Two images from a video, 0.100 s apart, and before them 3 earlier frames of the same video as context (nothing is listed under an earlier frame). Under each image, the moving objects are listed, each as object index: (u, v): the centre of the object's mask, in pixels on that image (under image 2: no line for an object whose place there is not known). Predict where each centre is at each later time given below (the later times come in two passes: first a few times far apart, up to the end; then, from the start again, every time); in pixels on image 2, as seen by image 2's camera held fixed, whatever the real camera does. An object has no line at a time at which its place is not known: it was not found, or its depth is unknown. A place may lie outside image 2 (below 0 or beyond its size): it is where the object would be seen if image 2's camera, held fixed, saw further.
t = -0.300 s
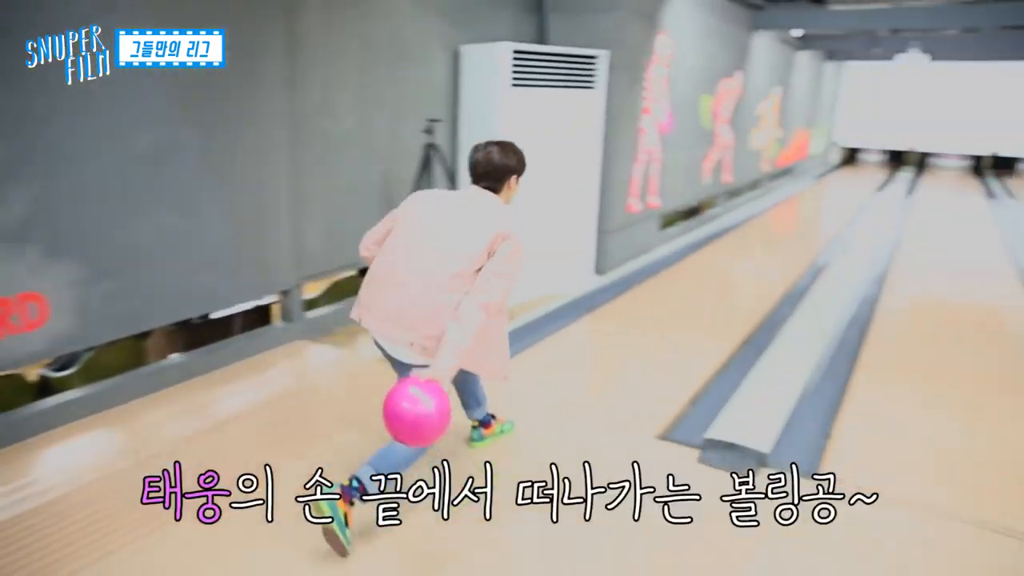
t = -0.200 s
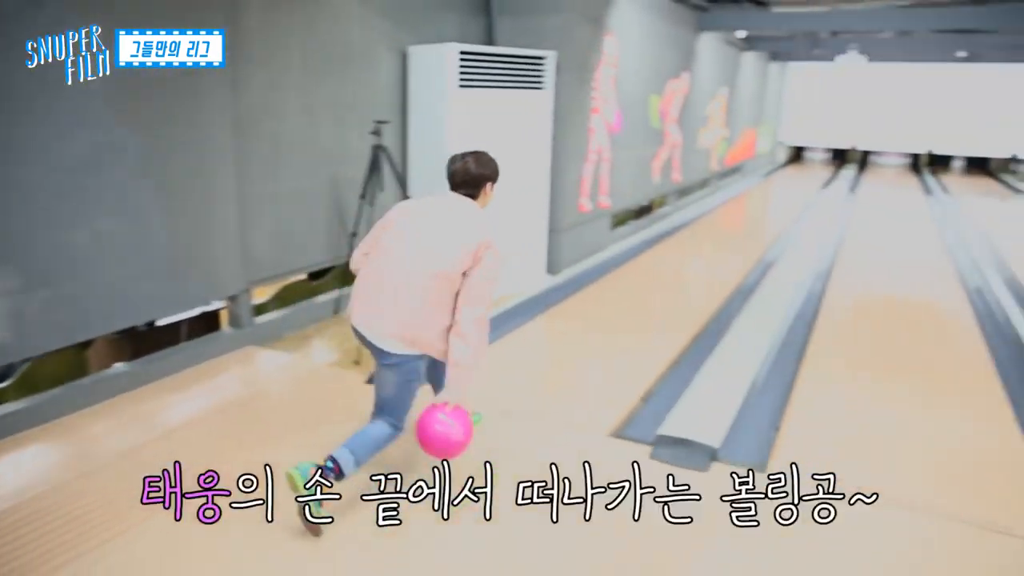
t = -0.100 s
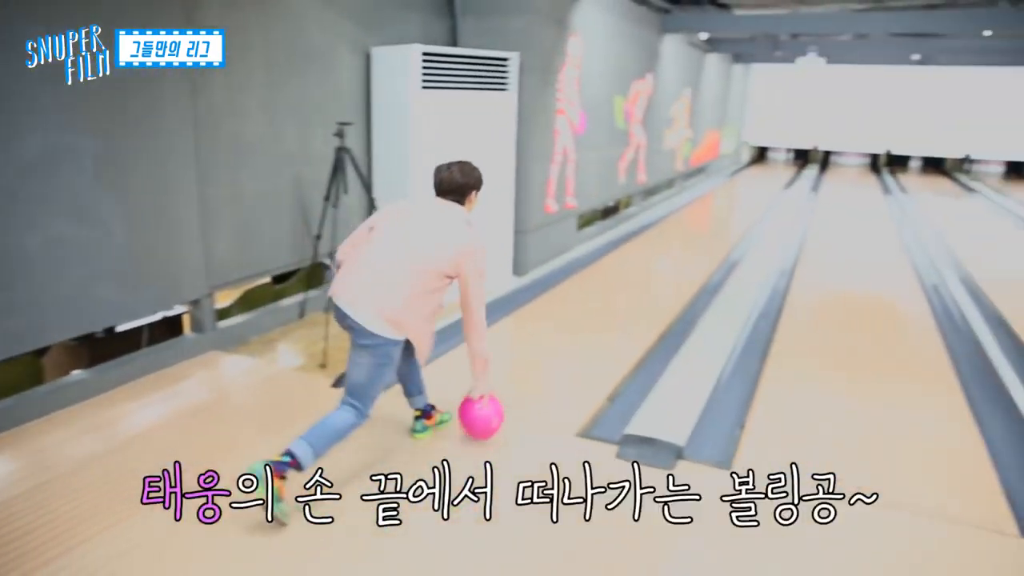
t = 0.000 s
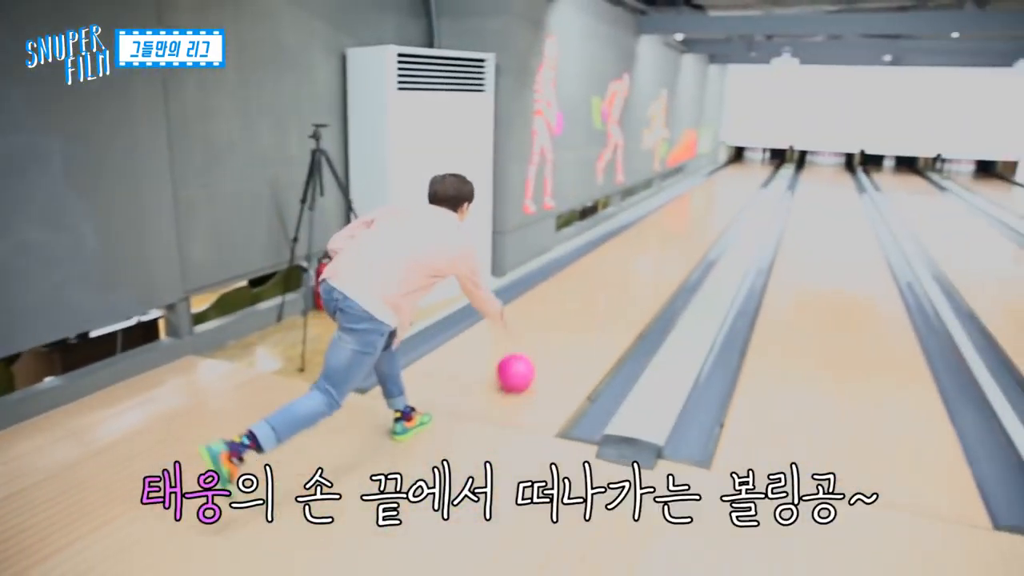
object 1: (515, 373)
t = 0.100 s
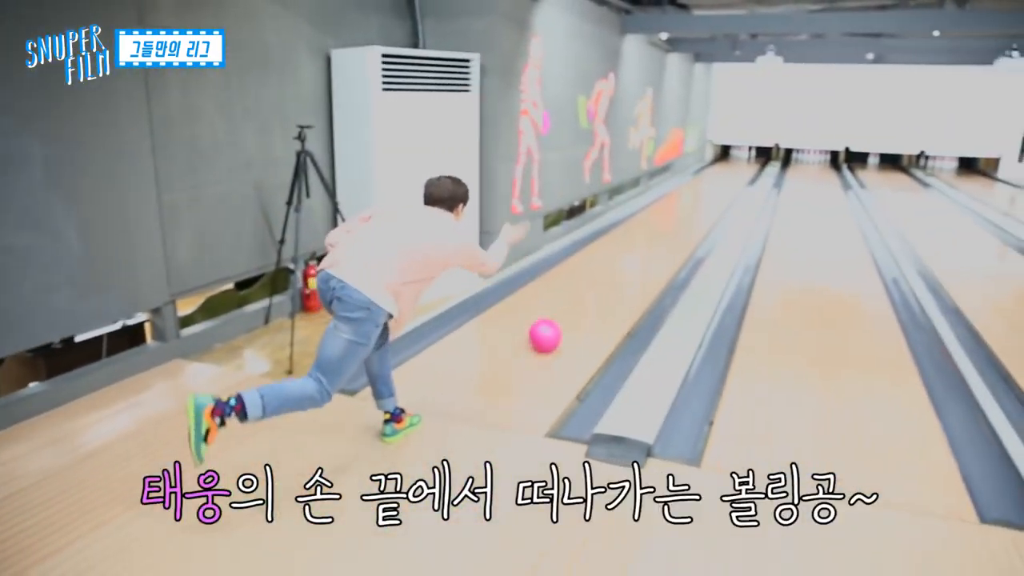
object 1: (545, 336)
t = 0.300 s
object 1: (600, 286)
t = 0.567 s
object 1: (644, 245)
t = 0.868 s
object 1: (674, 218)
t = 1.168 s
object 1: (694, 199)
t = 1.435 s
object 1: (706, 188)
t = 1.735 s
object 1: (717, 178)
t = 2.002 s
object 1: (724, 170)
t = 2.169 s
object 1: (728, 167)
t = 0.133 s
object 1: (556, 326)
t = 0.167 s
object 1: (566, 316)
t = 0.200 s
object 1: (575, 308)
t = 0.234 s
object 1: (584, 300)
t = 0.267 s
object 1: (592, 293)
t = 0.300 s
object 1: (600, 286)
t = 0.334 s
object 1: (607, 280)
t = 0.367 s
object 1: (613, 274)
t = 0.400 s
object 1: (618, 268)
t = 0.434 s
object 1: (624, 263)
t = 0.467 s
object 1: (630, 258)
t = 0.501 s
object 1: (635, 254)
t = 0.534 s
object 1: (640, 249)
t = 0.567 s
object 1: (644, 245)
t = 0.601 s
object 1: (648, 241)
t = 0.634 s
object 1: (652, 238)
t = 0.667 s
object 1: (656, 235)
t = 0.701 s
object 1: (659, 232)
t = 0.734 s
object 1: (663, 229)
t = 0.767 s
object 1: (666, 226)
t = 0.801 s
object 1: (669, 223)
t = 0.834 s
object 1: (672, 220)
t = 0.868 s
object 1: (674, 218)
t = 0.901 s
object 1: (677, 216)
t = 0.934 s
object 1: (679, 213)
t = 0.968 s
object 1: (681, 211)
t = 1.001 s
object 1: (684, 209)
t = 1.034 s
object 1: (686, 207)
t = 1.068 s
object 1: (689, 205)
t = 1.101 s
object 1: (691, 203)
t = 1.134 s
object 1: (693, 200)
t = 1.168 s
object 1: (694, 199)
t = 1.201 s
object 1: (696, 197)
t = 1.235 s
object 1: (697, 196)
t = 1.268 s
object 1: (698, 194)
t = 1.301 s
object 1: (700, 193)
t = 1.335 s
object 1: (701, 191)
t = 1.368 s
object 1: (703, 190)
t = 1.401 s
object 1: (705, 189)
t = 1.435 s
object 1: (706, 188)
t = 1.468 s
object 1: (708, 186)
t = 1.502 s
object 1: (709, 185)
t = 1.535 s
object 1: (710, 184)
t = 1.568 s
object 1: (711, 183)
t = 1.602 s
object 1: (712, 182)
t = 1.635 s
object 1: (714, 181)
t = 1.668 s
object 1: (715, 181)
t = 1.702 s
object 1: (716, 179)
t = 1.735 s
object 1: (717, 178)
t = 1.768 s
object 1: (718, 177)
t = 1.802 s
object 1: (719, 176)
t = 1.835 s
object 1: (720, 176)
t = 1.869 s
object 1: (721, 174)
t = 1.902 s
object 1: (722, 173)
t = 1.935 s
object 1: (722, 173)
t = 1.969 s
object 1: (723, 172)
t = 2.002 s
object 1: (724, 170)
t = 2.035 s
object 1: (725, 170)
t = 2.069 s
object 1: (725, 169)
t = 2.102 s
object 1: (726, 168)
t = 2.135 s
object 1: (727, 167)
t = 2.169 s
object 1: (728, 167)
